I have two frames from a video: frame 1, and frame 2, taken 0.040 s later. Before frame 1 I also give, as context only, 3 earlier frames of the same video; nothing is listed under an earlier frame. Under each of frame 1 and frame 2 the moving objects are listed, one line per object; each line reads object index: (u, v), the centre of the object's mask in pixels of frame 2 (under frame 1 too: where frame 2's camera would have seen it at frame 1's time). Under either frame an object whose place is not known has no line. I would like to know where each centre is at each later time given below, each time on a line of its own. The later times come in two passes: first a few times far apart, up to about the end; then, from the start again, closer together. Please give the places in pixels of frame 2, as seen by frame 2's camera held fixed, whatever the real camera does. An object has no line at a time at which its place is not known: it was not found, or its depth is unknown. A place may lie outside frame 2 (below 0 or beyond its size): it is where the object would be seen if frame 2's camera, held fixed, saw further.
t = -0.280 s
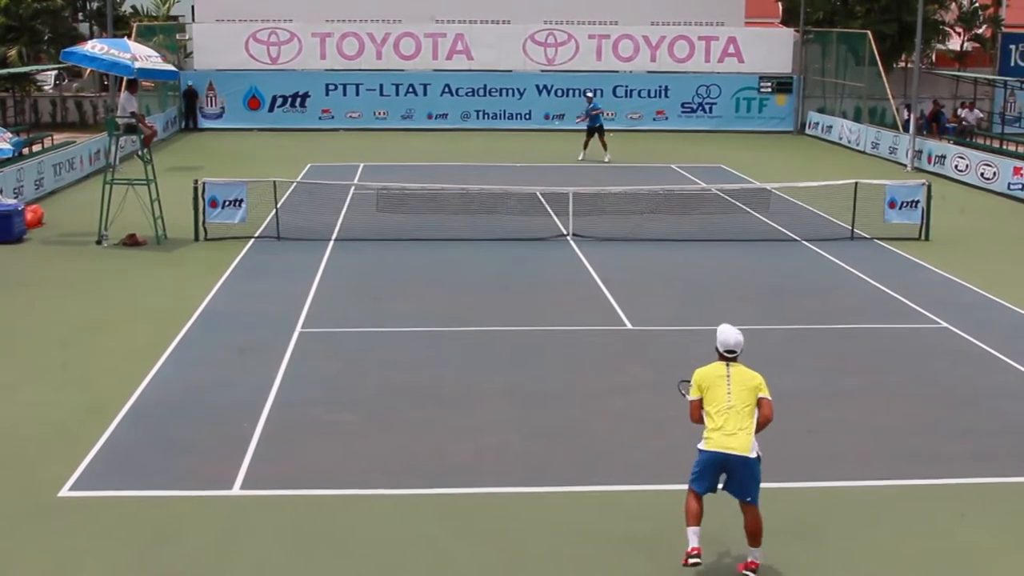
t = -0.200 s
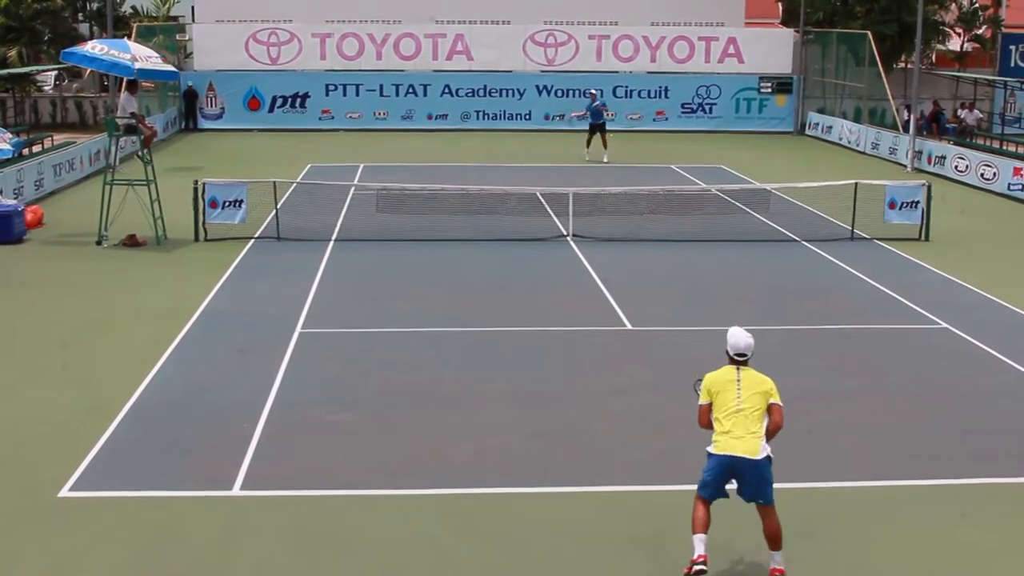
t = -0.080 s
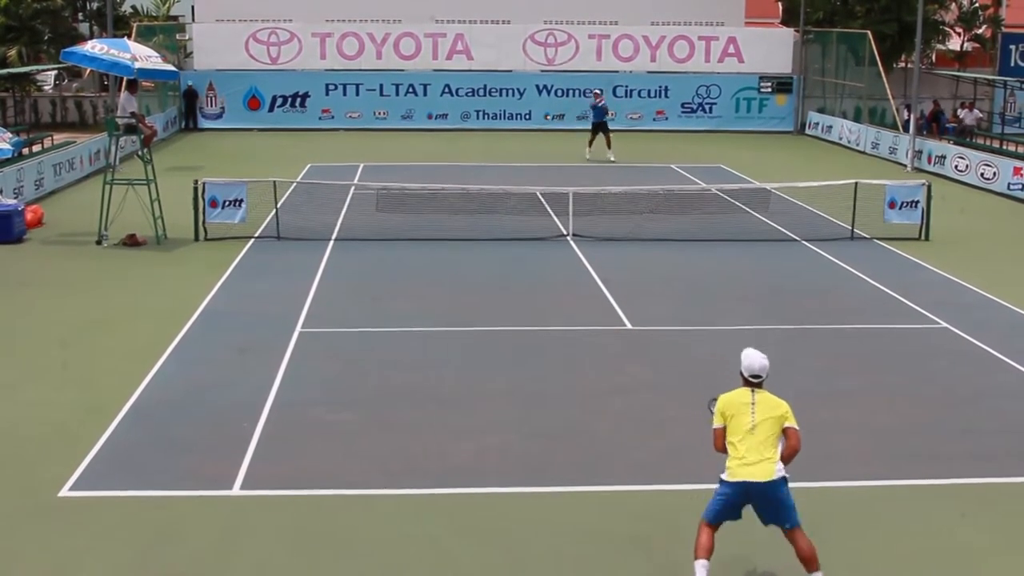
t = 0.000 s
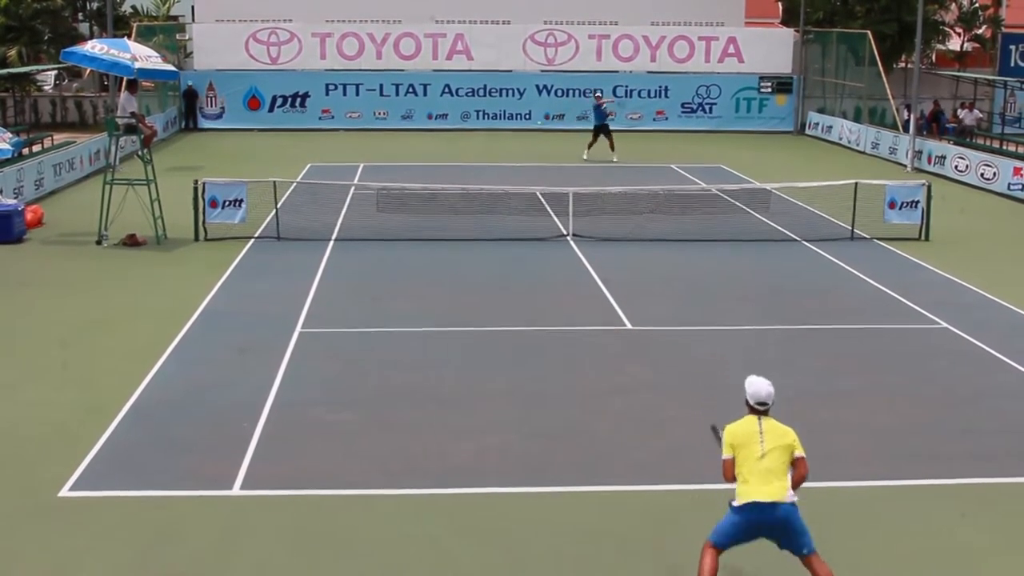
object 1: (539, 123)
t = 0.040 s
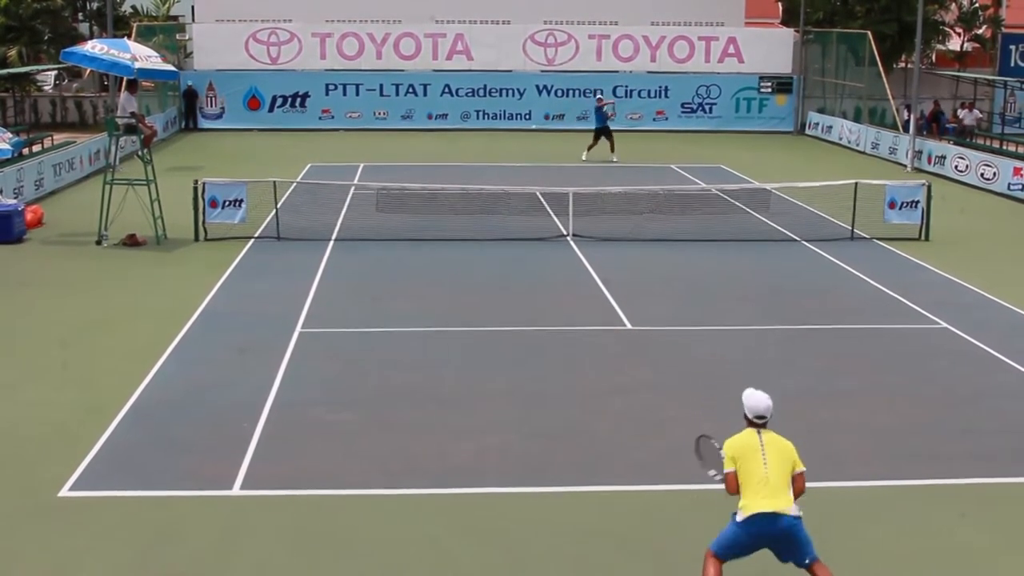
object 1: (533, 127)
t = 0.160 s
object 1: (515, 148)
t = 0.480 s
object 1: (436, 300)
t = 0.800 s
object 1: (330, 338)
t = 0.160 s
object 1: (515, 148)
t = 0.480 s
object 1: (436, 300)
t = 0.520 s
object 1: (424, 314)
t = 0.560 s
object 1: (414, 311)
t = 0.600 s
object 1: (403, 310)
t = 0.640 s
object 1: (390, 311)
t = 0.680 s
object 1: (377, 314)
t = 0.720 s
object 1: (362, 319)
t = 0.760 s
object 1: (347, 326)
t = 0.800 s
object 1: (330, 338)
